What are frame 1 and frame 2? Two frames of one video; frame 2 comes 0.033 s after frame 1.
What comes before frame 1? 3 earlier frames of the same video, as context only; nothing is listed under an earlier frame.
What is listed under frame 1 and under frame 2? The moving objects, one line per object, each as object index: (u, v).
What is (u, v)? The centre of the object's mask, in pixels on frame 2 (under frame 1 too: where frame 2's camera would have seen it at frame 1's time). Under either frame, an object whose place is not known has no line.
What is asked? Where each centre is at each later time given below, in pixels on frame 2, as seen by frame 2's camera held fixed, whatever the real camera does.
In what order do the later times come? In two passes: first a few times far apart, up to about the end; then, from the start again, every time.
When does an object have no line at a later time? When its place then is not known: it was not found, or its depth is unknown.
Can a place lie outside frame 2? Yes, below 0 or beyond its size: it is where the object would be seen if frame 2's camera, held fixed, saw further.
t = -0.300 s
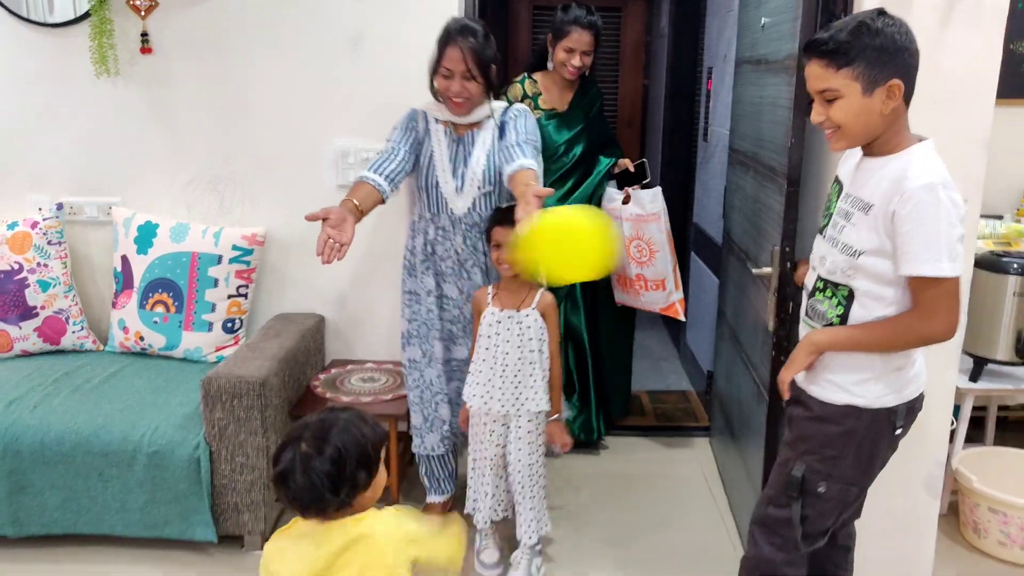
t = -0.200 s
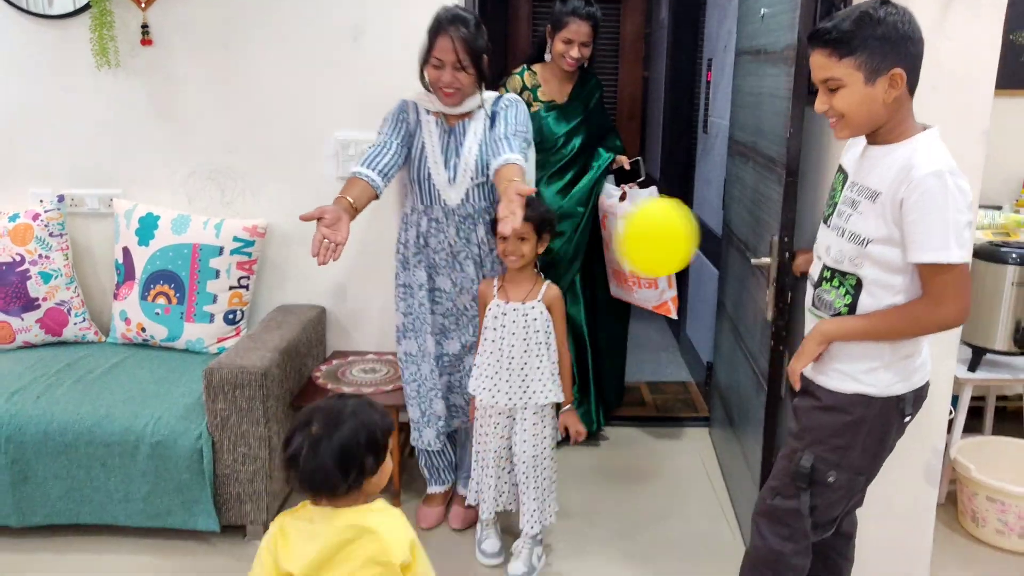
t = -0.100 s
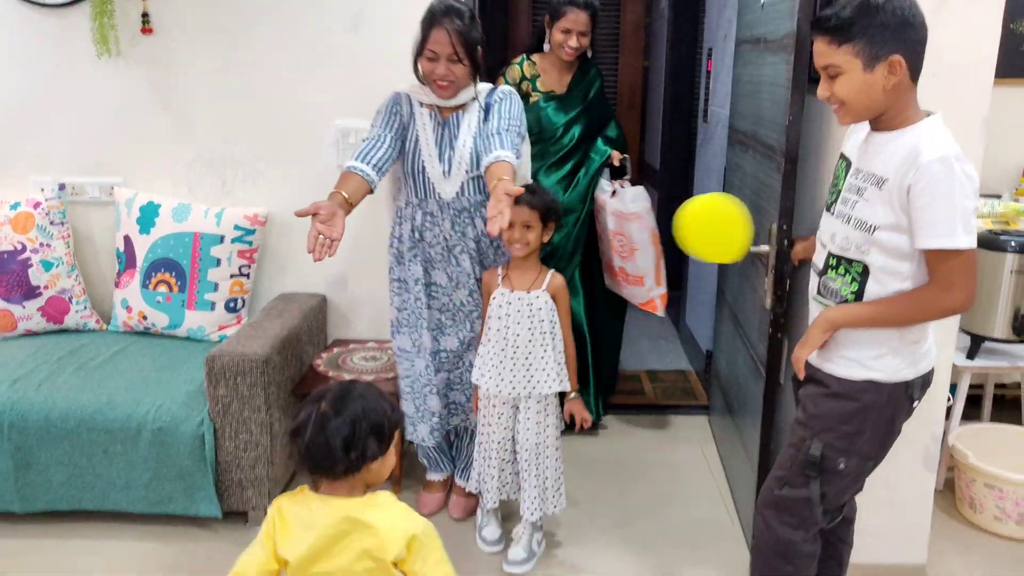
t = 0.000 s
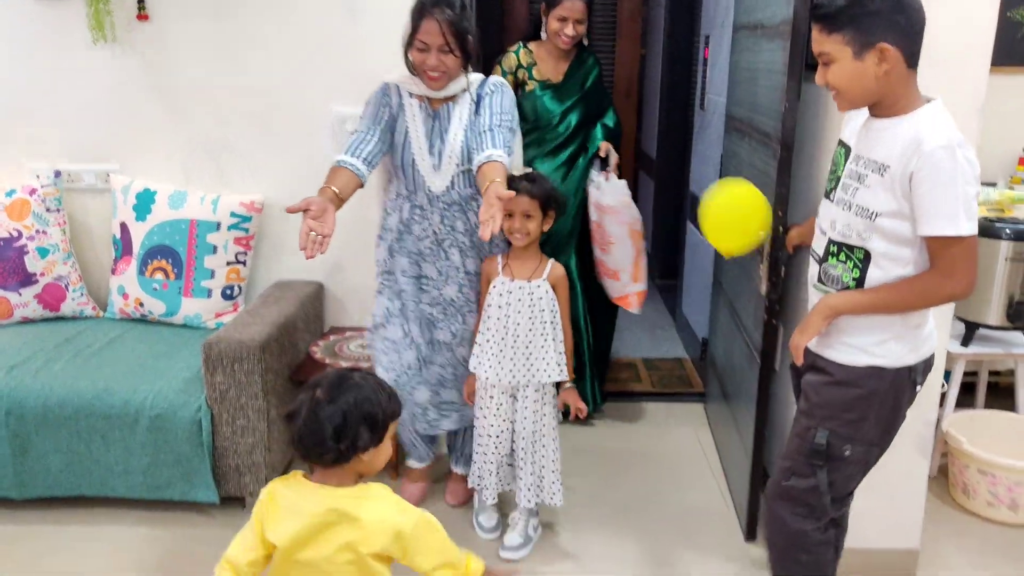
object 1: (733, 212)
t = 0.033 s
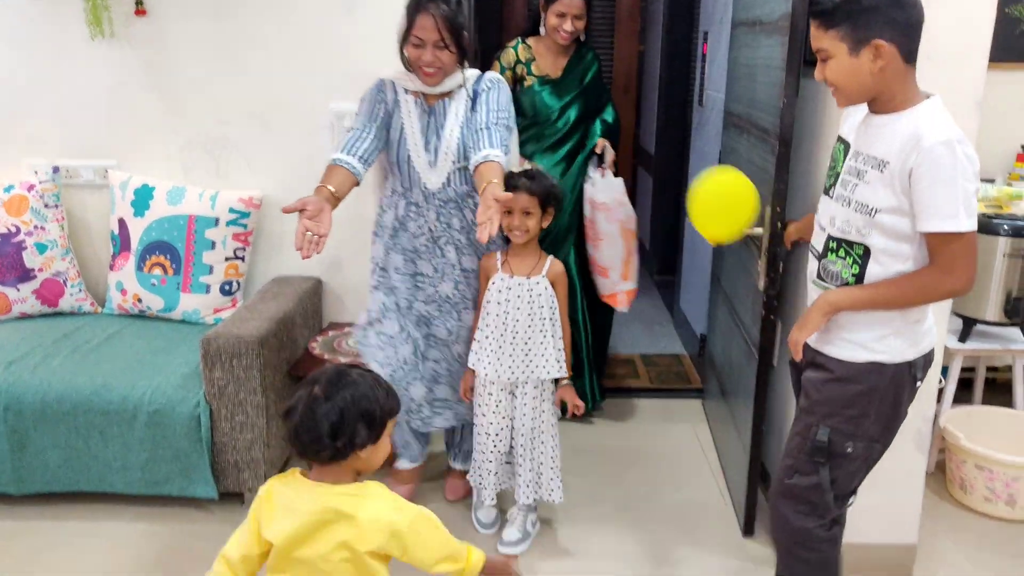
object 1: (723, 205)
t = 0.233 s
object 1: (660, 175)
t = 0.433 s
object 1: (609, 189)
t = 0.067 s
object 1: (712, 196)
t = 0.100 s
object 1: (702, 190)
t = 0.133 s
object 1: (692, 185)
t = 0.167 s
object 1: (681, 181)
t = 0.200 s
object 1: (670, 177)
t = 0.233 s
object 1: (660, 175)
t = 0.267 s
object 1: (651, 174)
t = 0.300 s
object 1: (640, 174)
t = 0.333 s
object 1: (632, 176)
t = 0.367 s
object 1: (624, 179)
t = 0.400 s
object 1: (615, 184)
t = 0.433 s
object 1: (609, 189)
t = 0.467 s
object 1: (603, 195)
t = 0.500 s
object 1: (597, 201)
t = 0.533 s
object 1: (591, 211)
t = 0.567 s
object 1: (585, 222)
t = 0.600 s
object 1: (582, 234)
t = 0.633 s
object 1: (579, 245)
